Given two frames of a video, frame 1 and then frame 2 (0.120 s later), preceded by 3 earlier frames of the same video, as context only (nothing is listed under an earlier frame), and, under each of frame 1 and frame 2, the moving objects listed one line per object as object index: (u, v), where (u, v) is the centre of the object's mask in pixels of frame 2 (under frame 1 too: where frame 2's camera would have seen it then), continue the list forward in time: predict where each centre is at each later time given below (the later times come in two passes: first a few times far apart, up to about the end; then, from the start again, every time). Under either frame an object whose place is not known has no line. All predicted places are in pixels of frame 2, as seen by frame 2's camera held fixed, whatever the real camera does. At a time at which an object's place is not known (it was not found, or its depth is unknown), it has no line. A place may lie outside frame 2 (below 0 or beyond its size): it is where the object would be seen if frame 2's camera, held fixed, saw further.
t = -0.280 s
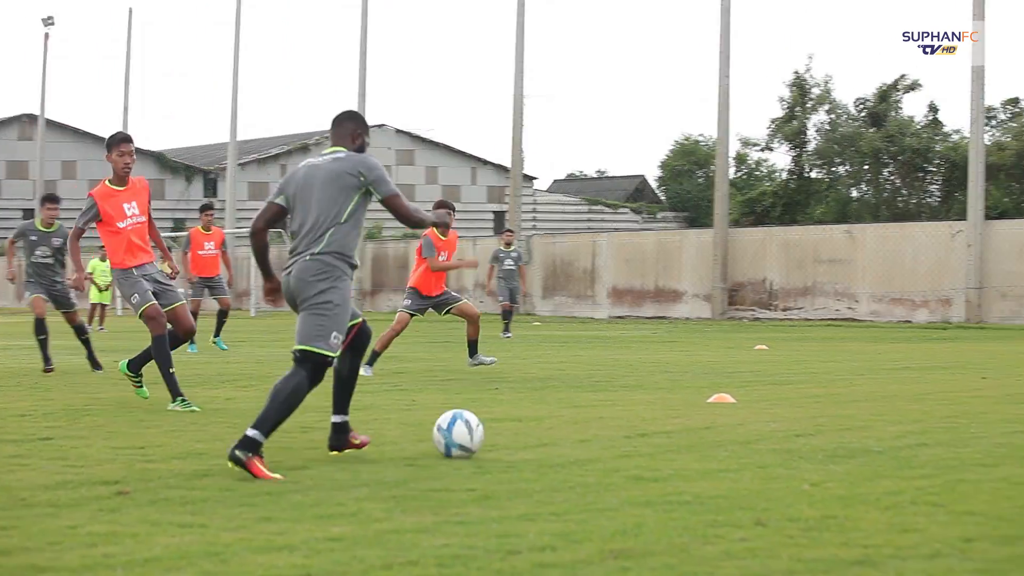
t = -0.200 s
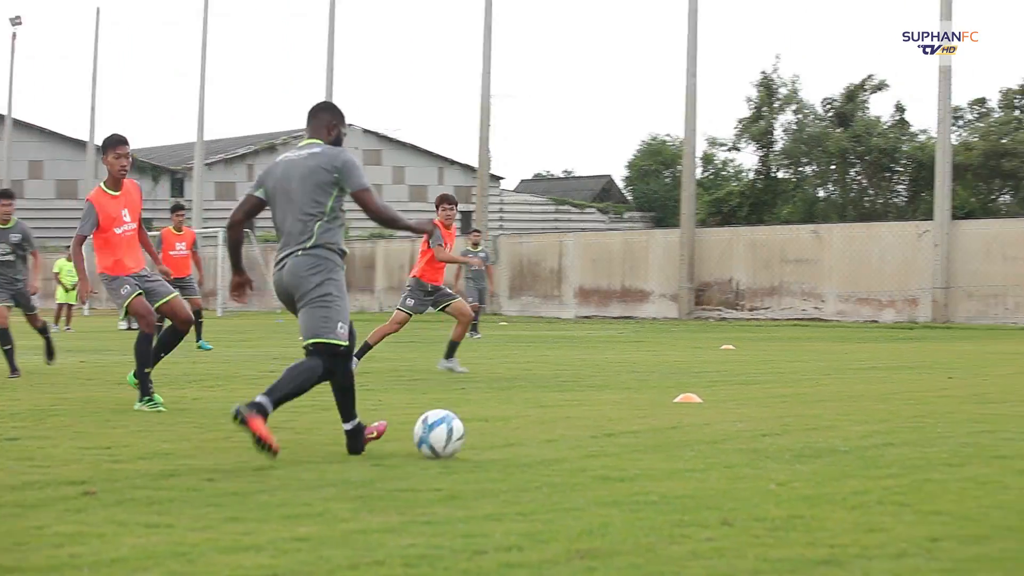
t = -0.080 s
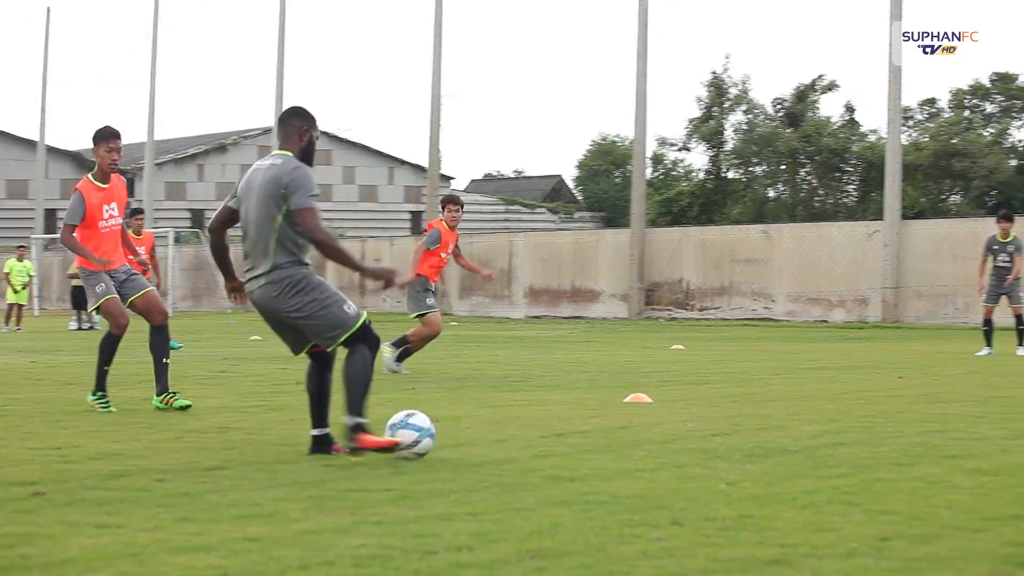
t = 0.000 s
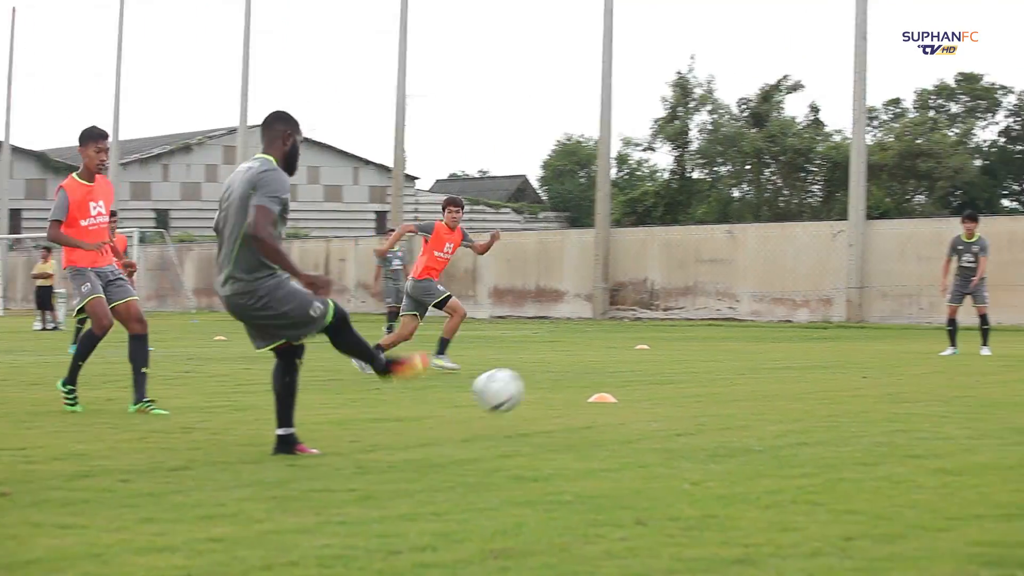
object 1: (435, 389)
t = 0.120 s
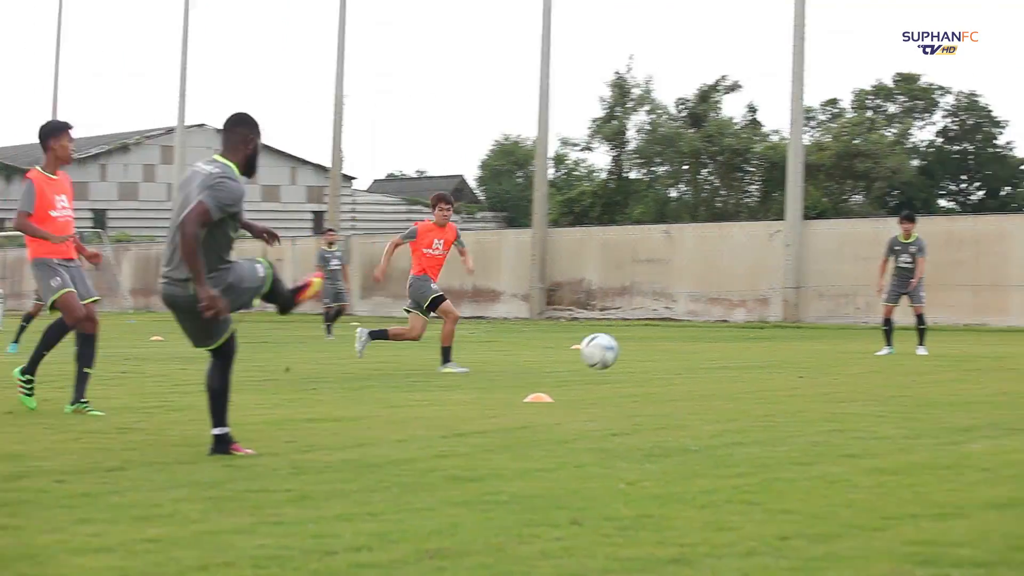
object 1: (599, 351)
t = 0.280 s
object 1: (732, 359)
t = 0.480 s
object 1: (827, 339)
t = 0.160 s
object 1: (639, 348)
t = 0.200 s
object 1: (674, 349)
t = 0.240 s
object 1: (705, 353)
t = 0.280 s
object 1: (732, 359)
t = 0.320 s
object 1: (757, 365)
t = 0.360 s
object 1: (777, 358)
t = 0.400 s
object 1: (795, 349)
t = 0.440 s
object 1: (812, 342)
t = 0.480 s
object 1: (827, 339)
